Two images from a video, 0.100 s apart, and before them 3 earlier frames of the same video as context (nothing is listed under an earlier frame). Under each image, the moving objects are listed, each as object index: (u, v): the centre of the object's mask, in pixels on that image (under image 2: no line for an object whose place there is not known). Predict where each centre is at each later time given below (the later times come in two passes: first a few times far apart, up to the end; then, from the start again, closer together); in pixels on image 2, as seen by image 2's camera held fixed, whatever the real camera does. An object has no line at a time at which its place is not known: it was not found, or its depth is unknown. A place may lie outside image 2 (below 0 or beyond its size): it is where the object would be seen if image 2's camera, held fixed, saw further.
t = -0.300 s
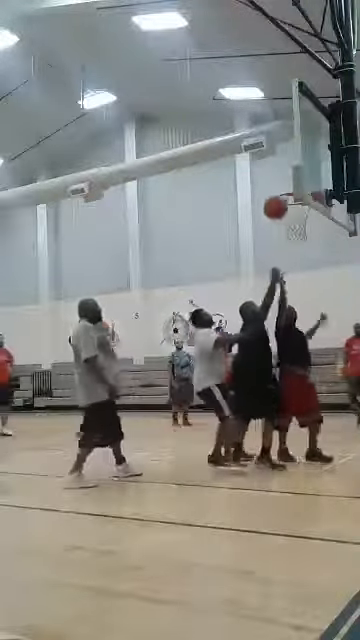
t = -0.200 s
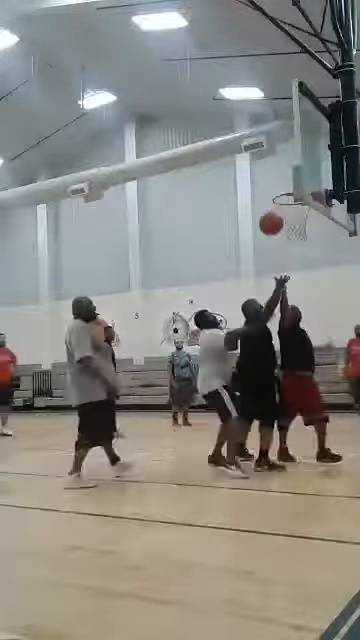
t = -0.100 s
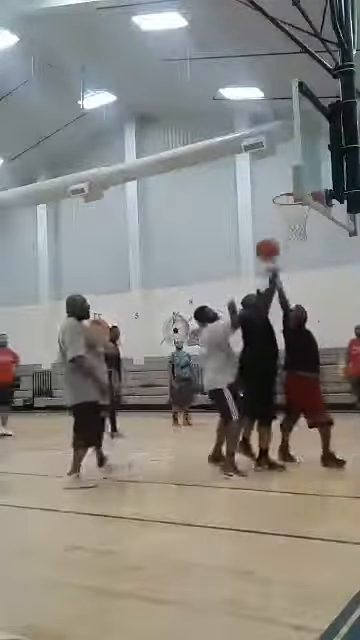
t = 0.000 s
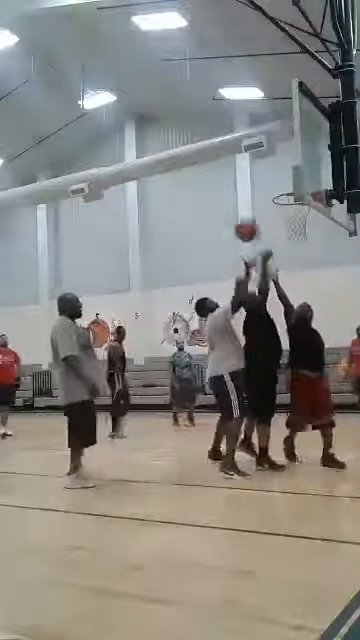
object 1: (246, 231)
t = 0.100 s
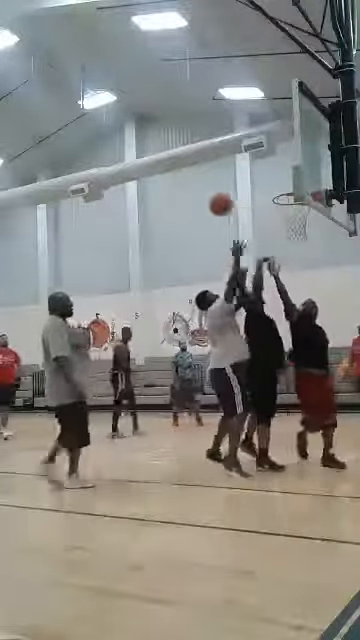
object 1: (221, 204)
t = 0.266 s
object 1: (180, 183)
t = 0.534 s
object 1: (120, 205)
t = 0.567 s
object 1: (113, 212)
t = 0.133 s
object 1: (213, 197)
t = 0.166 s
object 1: (204, 192)
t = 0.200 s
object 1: (196, 188)
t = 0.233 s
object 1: (188, 185)
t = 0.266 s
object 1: (180, 183)
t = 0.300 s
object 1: (172, 182)
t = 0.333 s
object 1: (164, 183)
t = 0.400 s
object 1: (150, 187)
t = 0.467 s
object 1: (135, 193)
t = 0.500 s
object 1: (127, 199)
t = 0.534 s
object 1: (120, 205)
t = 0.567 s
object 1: (113, 212)
